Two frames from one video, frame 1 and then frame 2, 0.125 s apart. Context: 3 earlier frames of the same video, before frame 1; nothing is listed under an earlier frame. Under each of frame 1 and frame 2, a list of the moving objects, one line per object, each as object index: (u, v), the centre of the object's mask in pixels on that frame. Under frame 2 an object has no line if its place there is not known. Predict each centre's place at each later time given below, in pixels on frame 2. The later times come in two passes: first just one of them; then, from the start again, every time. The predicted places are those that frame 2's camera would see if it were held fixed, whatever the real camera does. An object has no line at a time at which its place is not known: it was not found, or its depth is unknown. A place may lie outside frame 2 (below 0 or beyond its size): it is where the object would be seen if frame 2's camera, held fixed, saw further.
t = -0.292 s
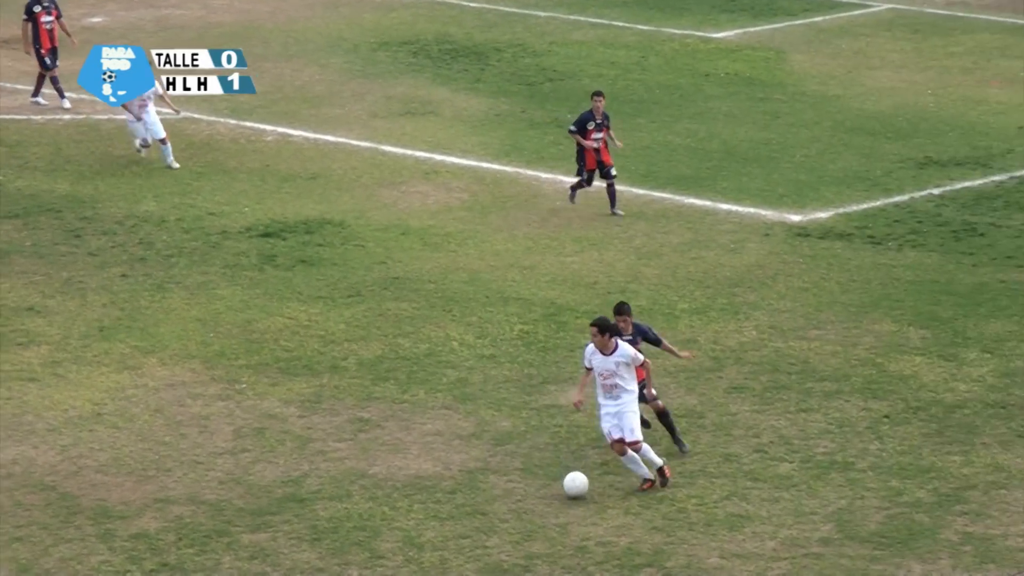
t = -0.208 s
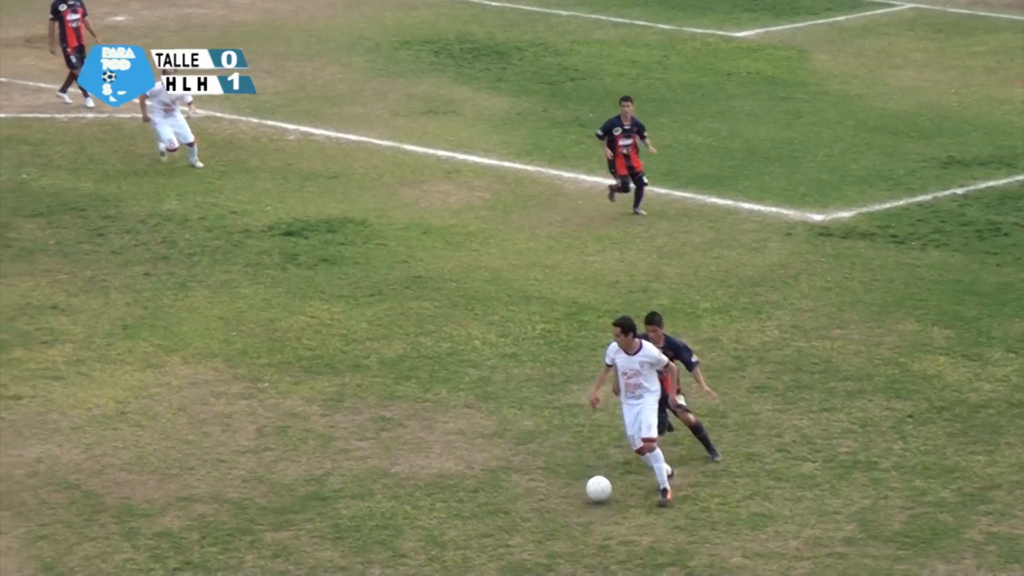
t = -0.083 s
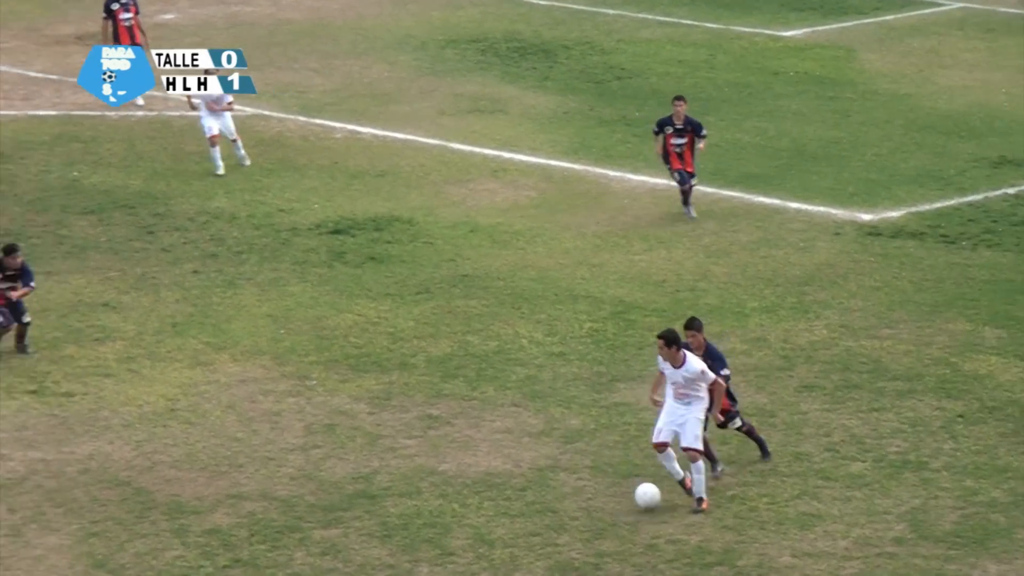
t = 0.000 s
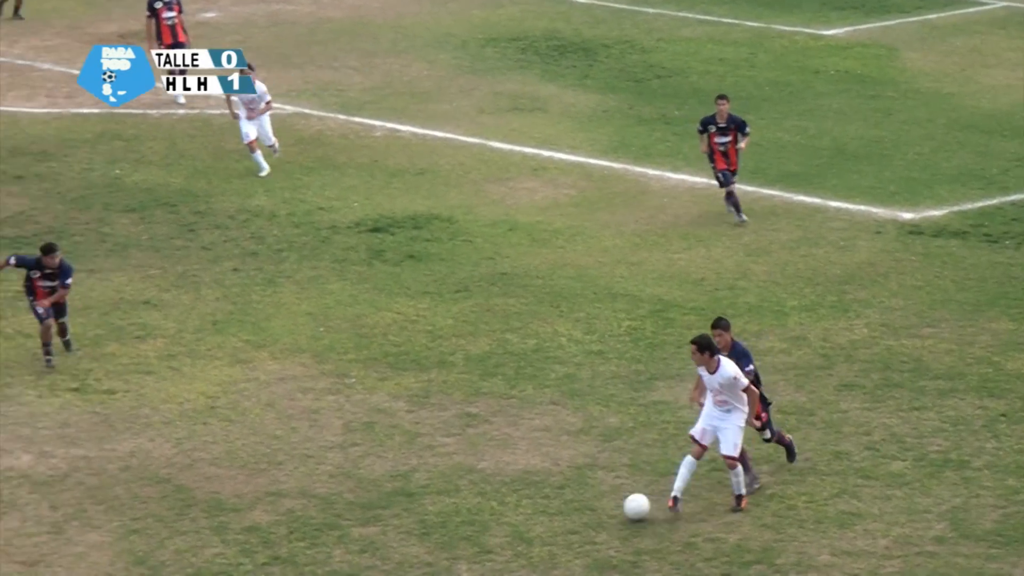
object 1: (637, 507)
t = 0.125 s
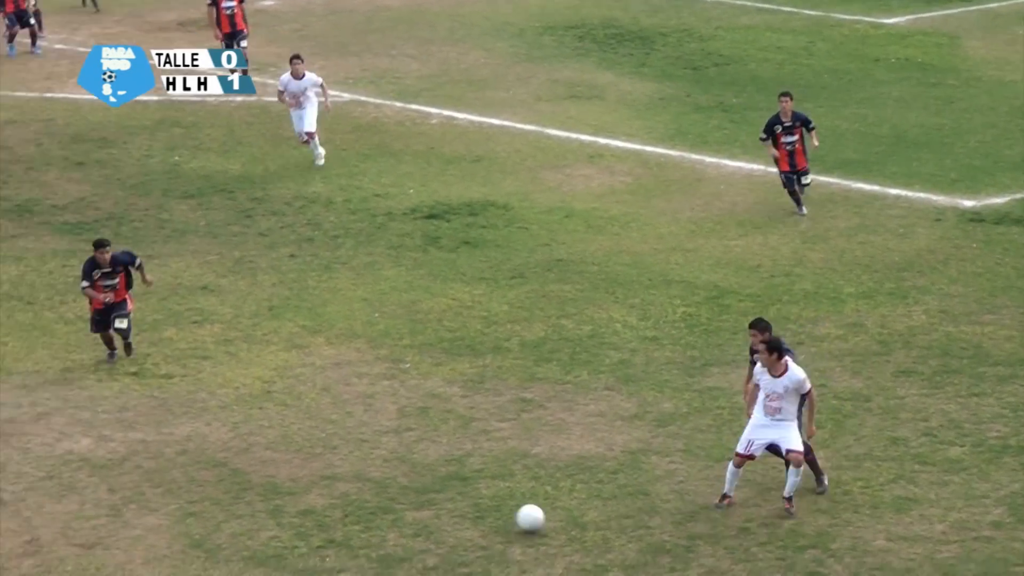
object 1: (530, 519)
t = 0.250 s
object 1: (415, 543)
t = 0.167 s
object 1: (492, 527)
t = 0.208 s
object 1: (452, 536)
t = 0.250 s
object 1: (415, 543)
